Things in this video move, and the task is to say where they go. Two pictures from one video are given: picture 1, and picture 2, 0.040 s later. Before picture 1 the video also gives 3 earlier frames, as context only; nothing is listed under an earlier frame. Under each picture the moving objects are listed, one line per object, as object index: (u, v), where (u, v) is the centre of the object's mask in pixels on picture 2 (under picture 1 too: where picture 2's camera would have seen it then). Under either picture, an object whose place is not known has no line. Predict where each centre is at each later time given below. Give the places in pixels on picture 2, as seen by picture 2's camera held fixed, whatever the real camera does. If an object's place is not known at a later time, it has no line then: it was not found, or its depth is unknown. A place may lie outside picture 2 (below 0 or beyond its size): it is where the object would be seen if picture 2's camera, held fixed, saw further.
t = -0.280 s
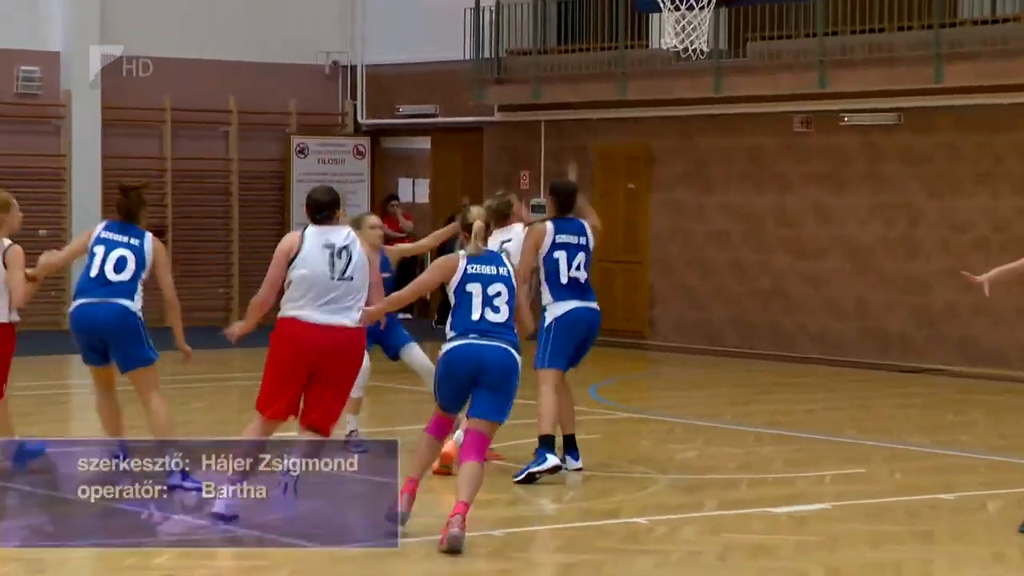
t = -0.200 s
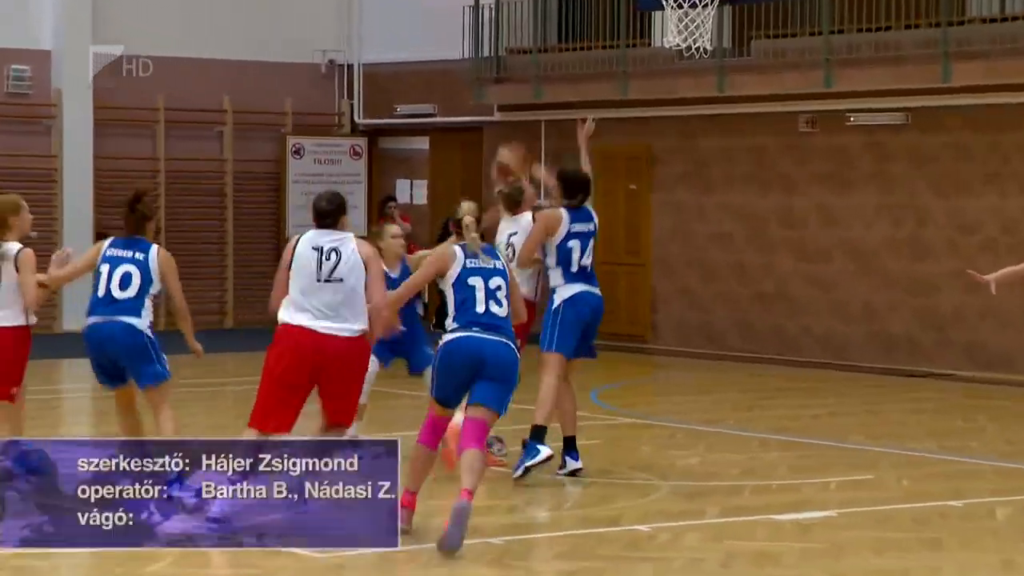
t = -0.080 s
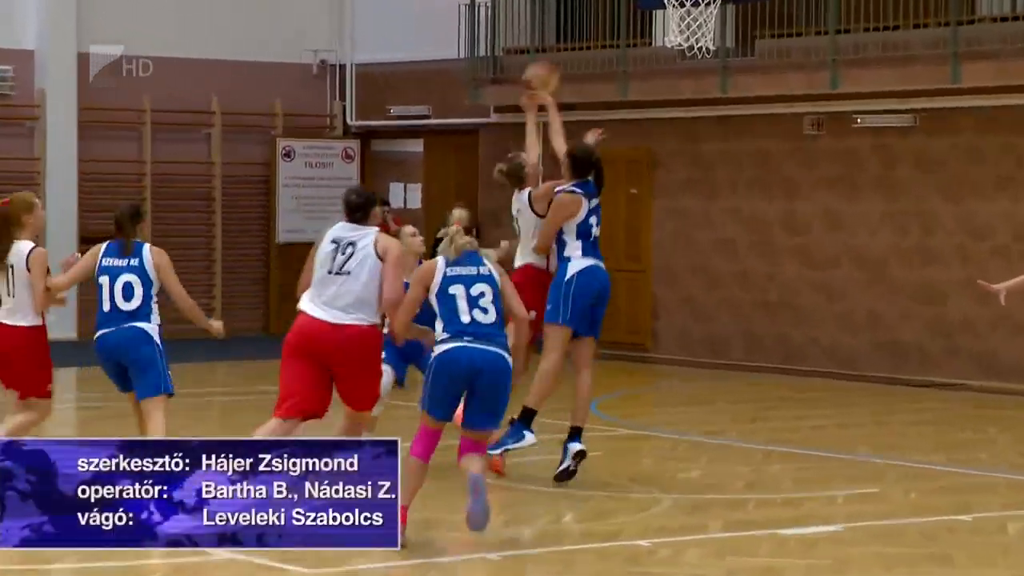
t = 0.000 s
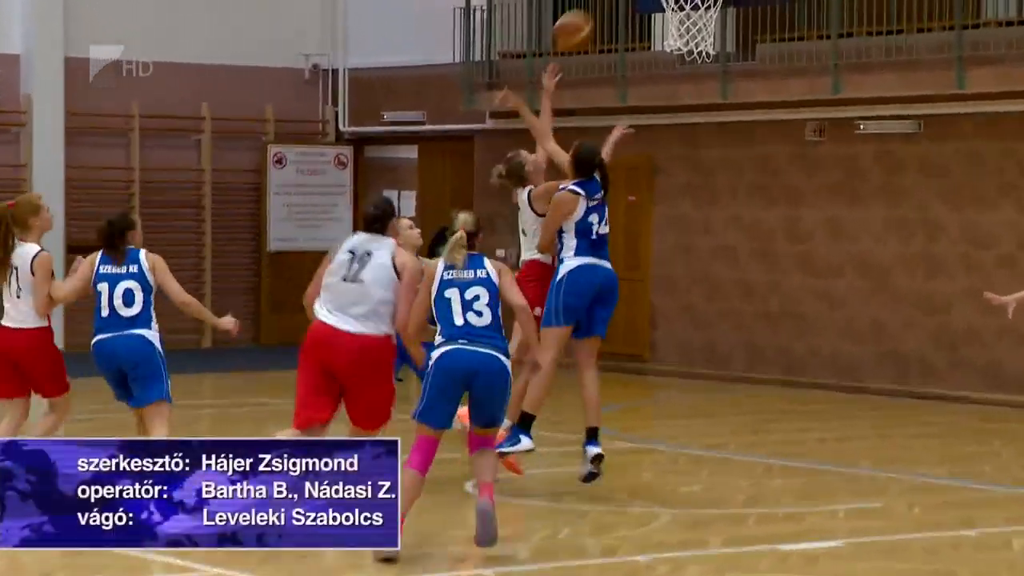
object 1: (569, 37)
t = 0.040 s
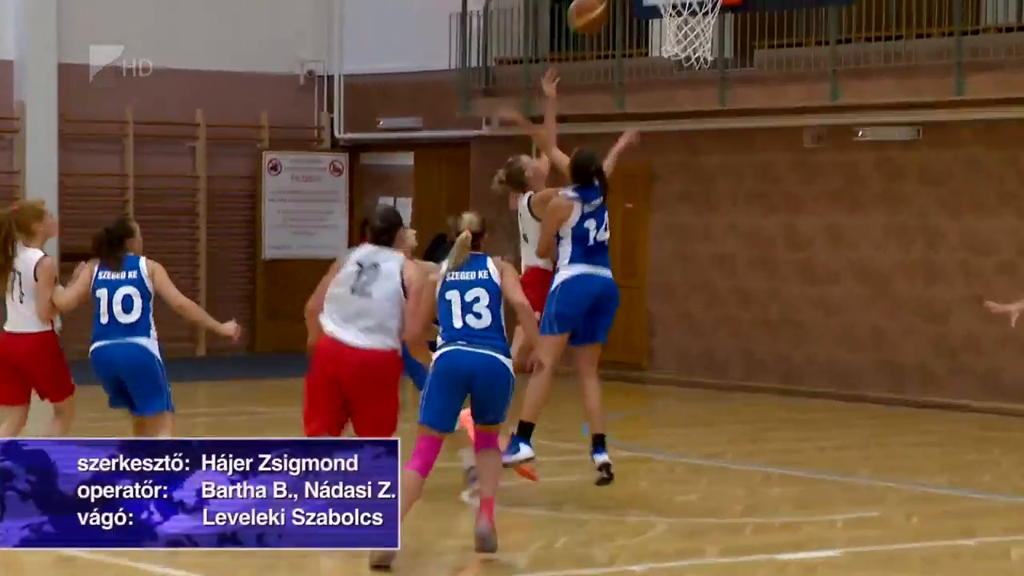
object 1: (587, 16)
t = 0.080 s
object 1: (607, -1)
